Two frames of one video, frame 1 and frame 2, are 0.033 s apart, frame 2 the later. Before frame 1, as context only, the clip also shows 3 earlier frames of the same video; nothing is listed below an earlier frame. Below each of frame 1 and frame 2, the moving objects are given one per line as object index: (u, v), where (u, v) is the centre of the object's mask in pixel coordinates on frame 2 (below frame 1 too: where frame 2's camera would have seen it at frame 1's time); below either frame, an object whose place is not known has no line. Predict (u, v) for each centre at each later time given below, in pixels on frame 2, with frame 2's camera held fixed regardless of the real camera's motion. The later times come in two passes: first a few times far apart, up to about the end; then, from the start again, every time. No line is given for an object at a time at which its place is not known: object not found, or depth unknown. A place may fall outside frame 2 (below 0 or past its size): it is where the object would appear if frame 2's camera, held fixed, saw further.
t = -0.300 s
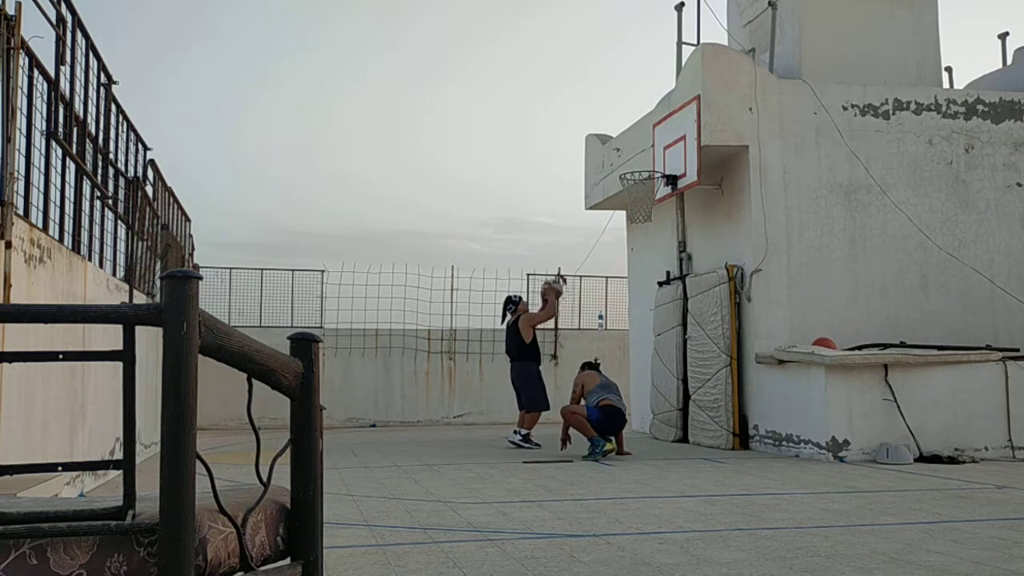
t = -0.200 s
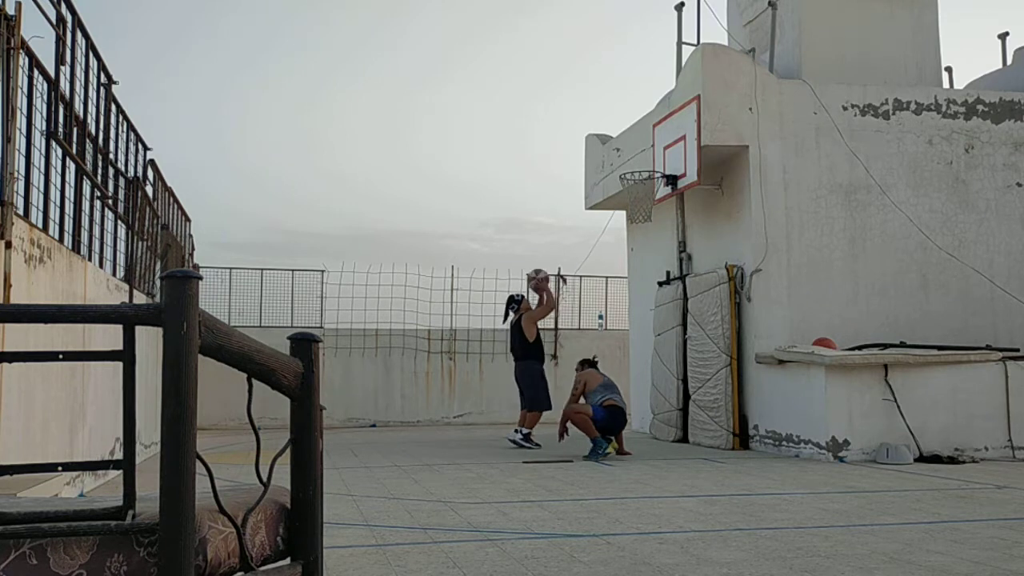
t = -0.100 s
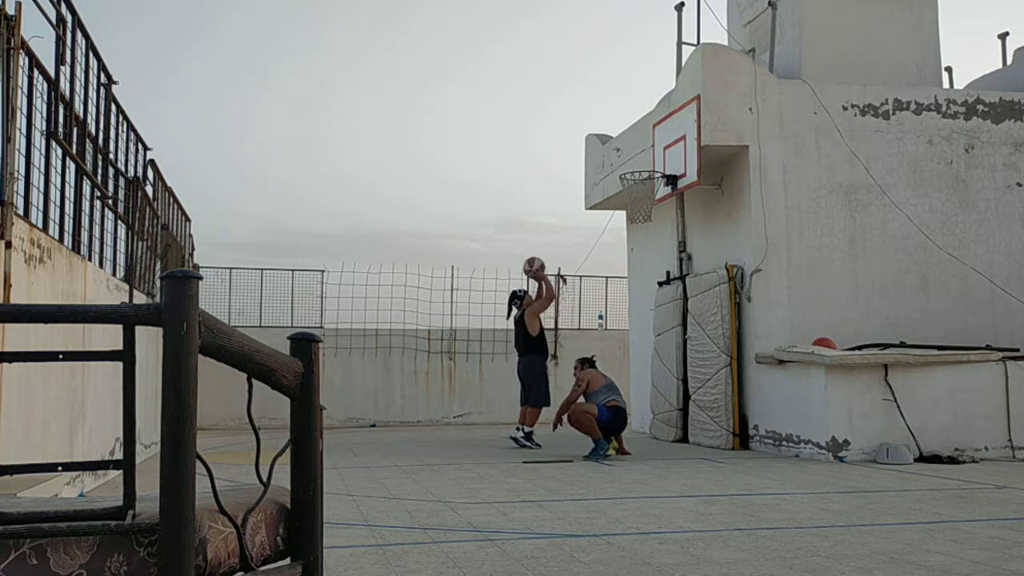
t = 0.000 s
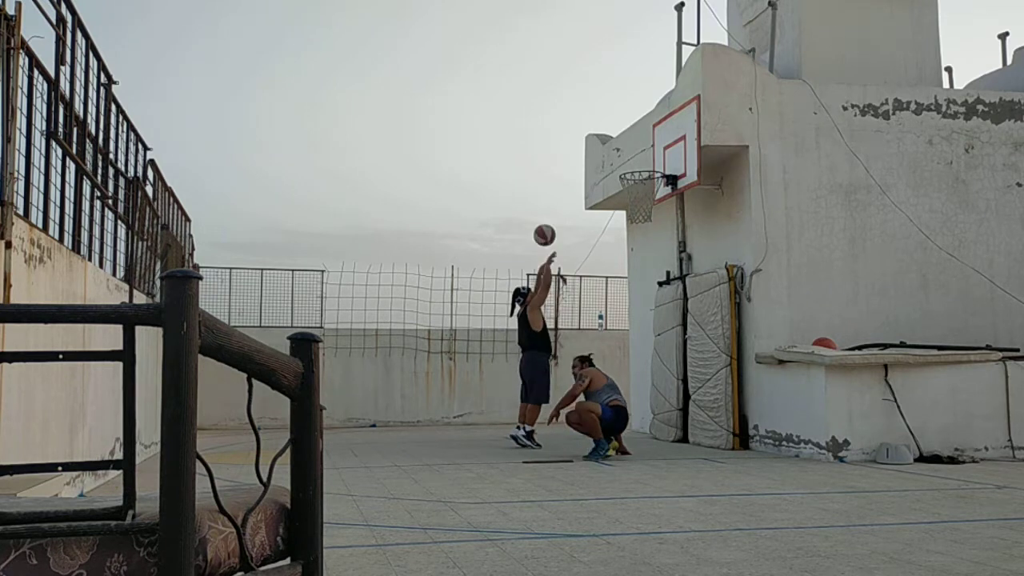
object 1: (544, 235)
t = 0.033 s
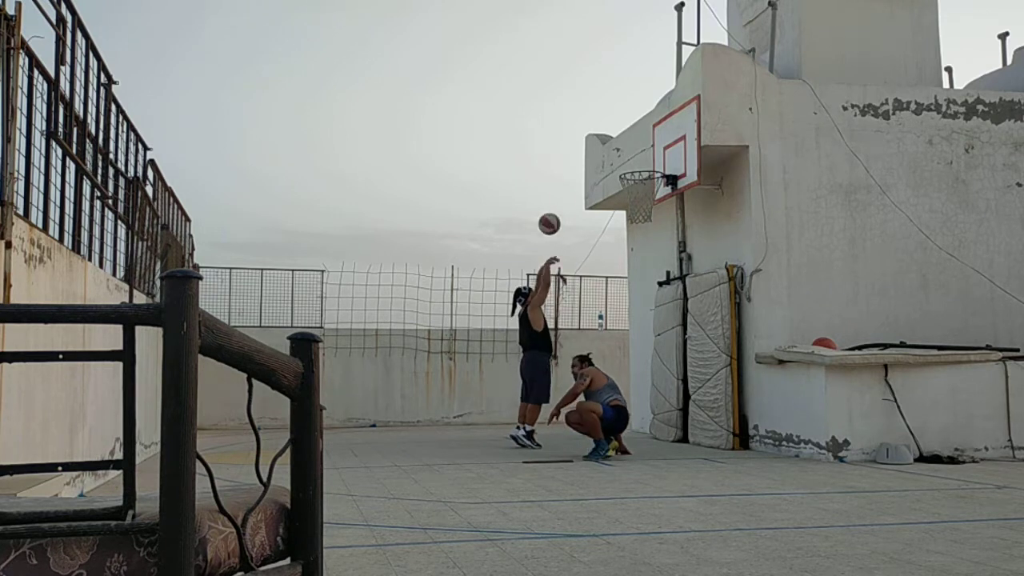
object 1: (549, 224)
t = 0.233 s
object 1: (578, 177)
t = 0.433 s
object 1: (608, 164)
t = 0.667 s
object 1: (613, 166)
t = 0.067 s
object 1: (554, 213)
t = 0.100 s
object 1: (559, 204)
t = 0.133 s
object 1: (564, 196)
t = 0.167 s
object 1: (569, 188)
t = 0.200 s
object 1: (573, 182)
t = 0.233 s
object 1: (578, 177)
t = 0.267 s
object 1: (583, 172)
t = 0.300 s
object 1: (588, 168)
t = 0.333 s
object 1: (593, 166)
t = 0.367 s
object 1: (598, 164)
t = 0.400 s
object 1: (603, 164)
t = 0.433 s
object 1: (608, 164)
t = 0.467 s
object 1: (613, 165)
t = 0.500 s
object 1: (614, 166)
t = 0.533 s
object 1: (614, 165)
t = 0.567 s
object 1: (614, 164)
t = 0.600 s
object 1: (613, 164)
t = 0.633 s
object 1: (613, 165)
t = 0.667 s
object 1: (613, 166)
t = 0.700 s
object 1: (611, 167)
